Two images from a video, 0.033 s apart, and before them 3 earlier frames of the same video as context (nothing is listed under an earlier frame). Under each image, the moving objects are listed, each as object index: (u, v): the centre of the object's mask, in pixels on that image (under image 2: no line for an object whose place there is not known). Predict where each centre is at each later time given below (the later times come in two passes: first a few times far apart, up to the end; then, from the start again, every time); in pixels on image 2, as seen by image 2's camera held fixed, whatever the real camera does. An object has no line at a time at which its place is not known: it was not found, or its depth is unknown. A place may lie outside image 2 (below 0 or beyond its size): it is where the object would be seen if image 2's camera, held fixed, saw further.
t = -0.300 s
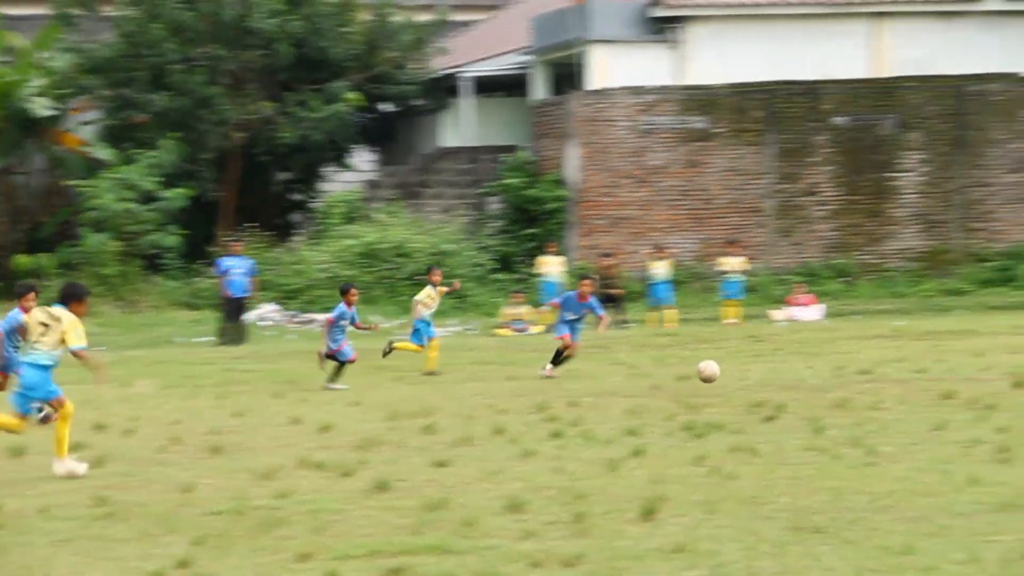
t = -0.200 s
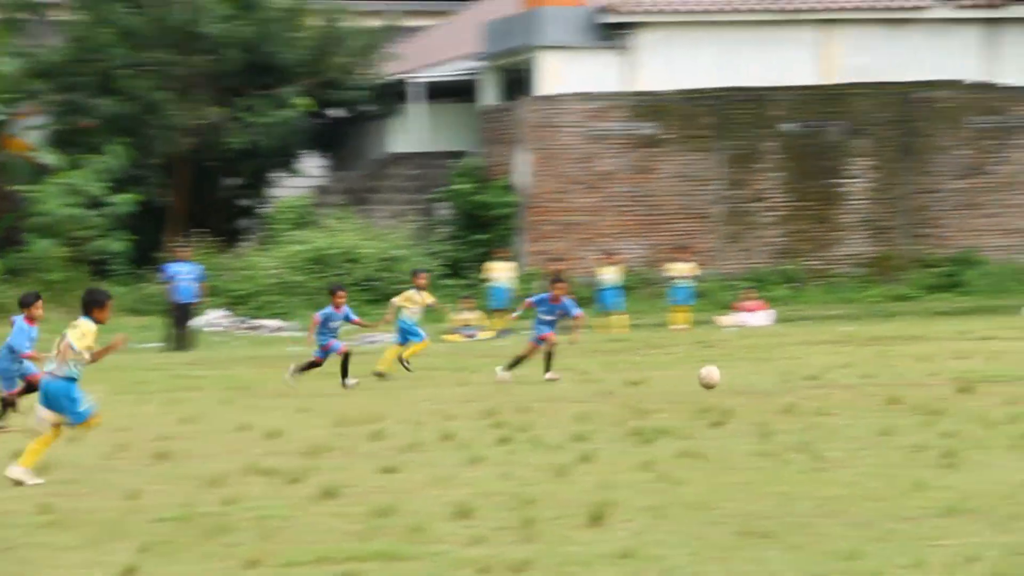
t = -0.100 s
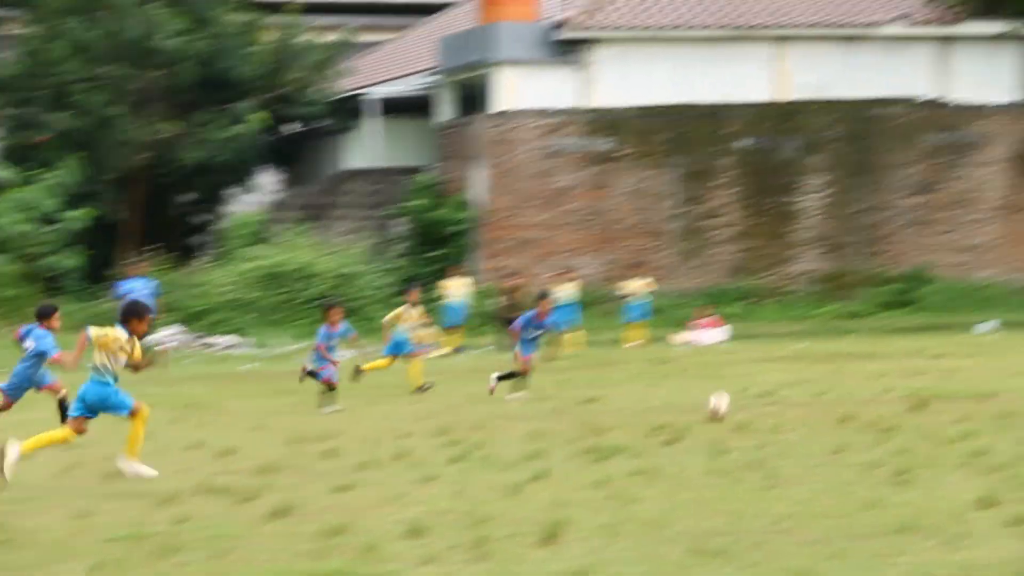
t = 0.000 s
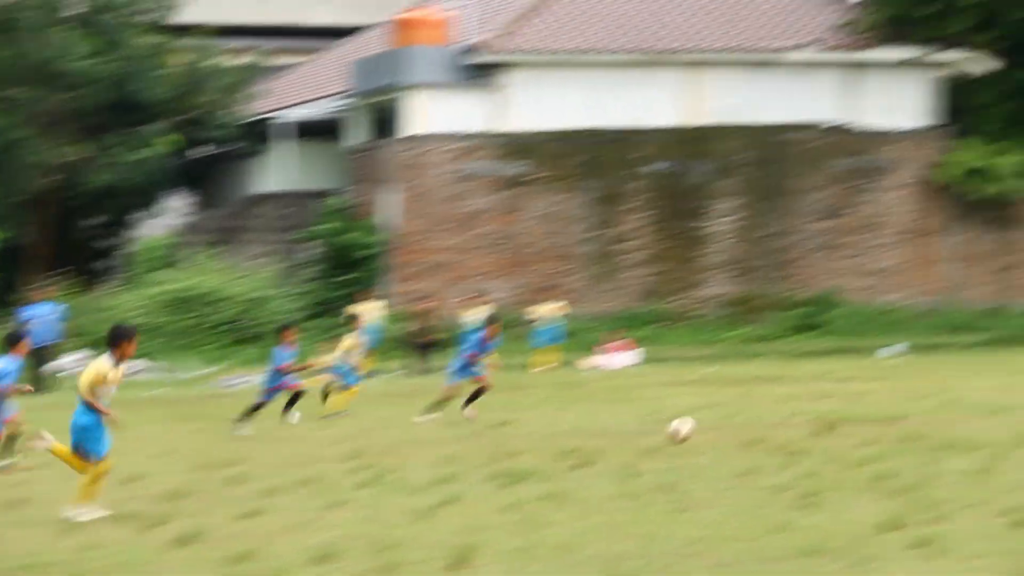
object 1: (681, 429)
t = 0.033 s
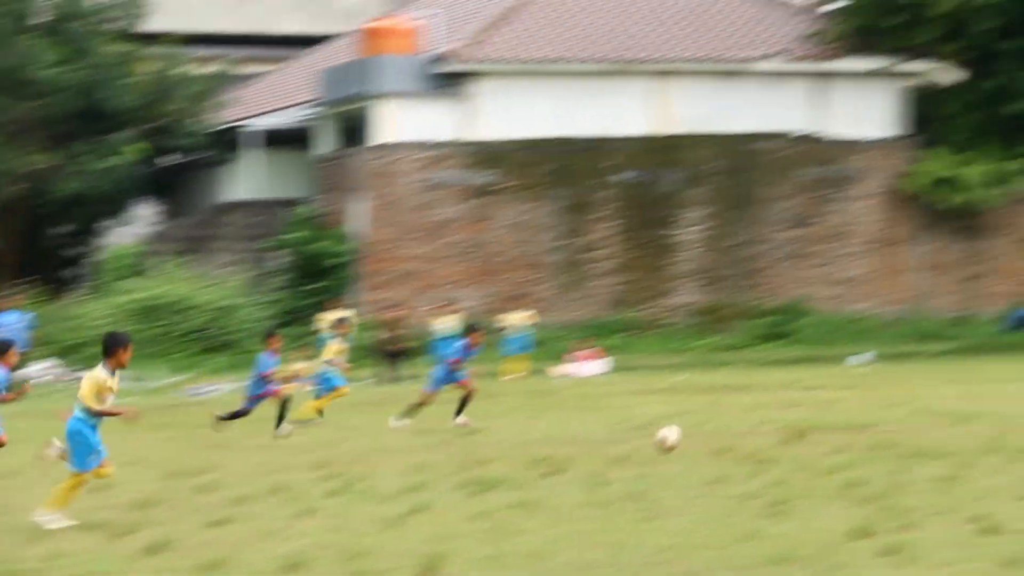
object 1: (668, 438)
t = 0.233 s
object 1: (783, 441)
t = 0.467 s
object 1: (922, 437)
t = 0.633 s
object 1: (1023, 443)
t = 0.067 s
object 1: (686, 441)
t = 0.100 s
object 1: (704, 442)
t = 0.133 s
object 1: (724, 440)
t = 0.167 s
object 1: (743, 439)
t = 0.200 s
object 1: (763, 439)
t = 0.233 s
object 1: (783, 441)
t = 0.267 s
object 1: (803, 443)
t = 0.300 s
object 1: (822, 440)
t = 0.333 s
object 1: (841, 437)
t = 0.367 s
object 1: (862, 435)
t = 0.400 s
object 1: (881, 434)
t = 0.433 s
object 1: (901, 435)
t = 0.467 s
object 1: (922, 437)
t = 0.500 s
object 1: (942, 440)
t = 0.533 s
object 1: (964, 442)
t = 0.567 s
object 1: (984, 441)
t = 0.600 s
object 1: (1003, 441)
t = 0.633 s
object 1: (1023, 443)
